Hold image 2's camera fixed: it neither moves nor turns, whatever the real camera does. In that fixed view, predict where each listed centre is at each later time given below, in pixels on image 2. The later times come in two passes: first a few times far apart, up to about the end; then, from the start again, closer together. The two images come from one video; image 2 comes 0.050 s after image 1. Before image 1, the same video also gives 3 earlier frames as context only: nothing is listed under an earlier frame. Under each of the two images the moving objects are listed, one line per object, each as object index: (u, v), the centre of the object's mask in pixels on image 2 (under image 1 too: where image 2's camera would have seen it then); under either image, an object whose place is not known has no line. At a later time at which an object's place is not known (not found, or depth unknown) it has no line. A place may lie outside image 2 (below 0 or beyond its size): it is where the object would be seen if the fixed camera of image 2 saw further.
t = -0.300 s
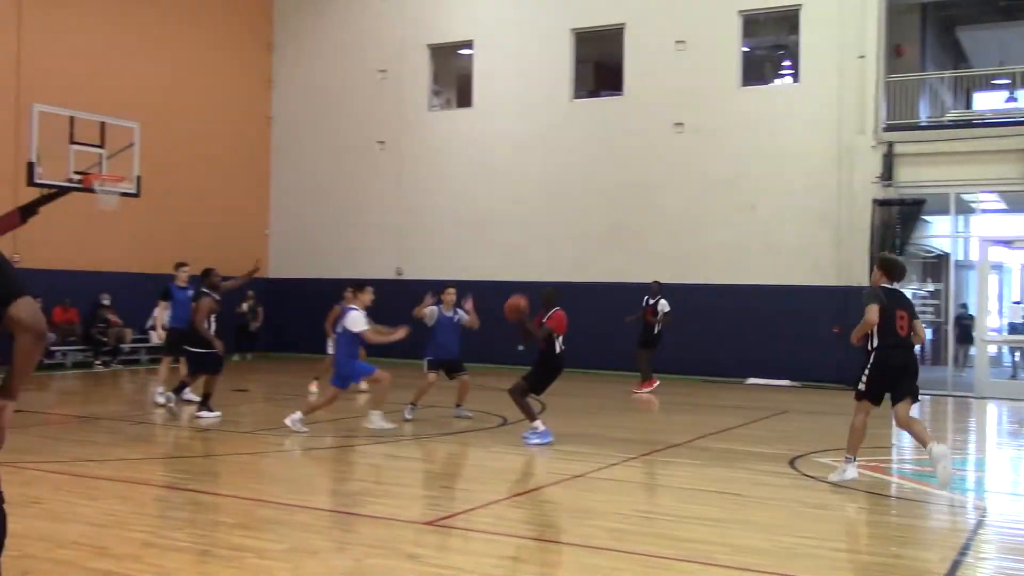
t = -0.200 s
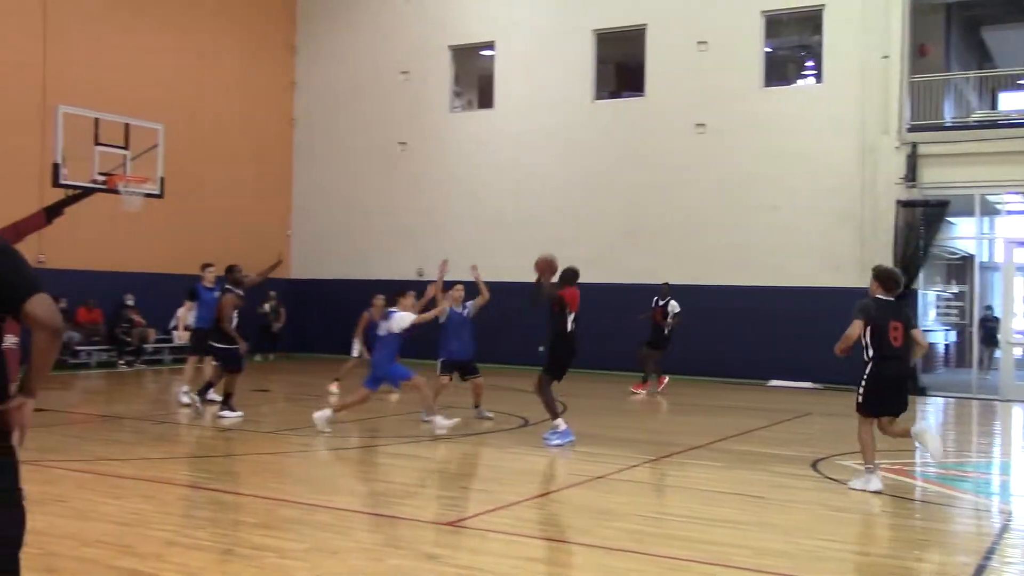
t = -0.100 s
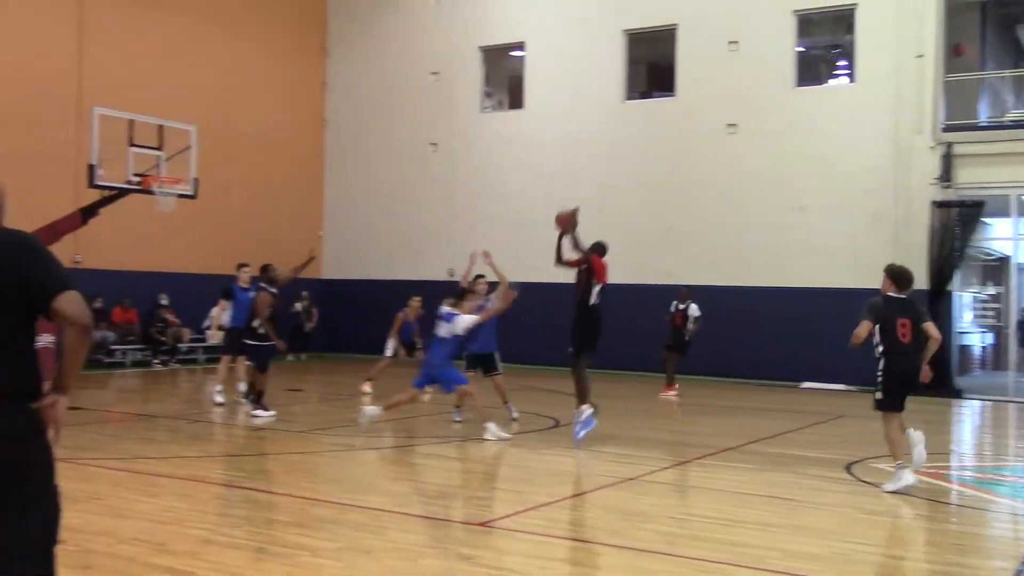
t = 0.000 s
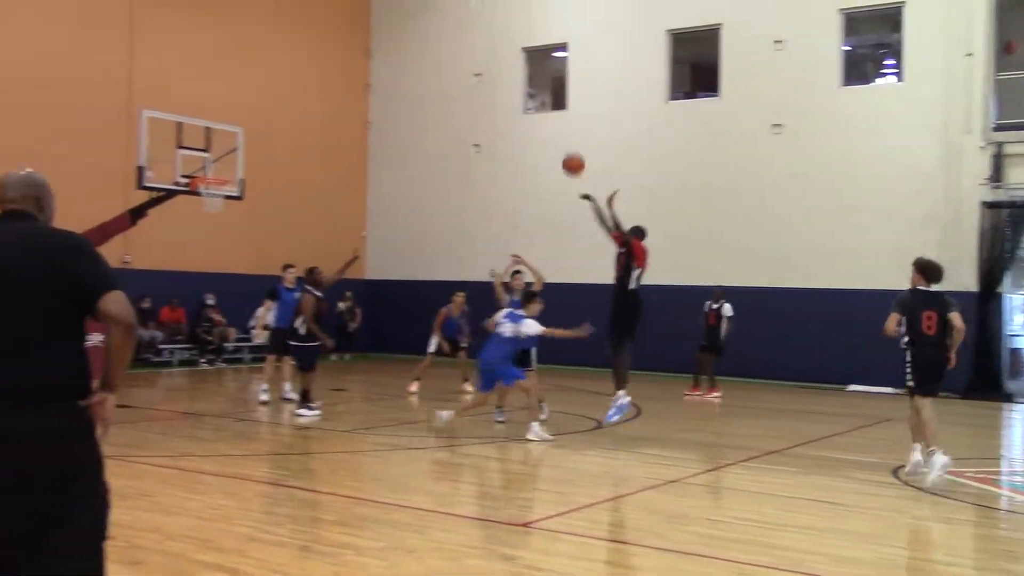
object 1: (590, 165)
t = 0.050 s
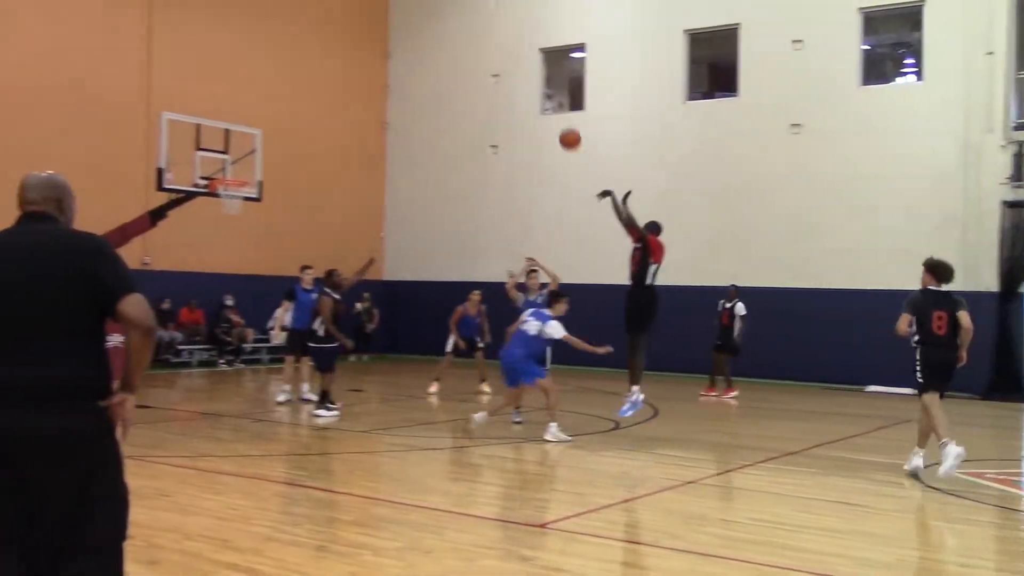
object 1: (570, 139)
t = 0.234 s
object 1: (501, 72)
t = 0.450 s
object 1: (428, 36)
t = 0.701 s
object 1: (353, 42)
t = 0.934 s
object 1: (292, 87)
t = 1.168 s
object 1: (236, 164)
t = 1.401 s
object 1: (220, 209)
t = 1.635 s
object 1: (226, 263)
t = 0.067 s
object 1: (563, 131)
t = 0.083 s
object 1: (557, 124)
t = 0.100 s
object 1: (551, 117)
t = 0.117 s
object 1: (545, 110)
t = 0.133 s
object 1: (538, 104)
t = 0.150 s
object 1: (532, 98)
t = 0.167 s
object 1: (525, 92)
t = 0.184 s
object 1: (519, 86)
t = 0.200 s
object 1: (513, 81)
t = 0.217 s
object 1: (507, 77)
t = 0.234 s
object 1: (501, 72)
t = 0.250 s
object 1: (495, 68)
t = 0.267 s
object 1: (489, 63)
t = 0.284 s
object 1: (483, 59)
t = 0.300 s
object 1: (478, 56)
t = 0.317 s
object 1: (472, 53)
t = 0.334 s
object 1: (466, 50)
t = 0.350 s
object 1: (461, 47)
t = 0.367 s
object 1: (455, 45)
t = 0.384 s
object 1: (450, 42)
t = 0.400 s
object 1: (444, 40)
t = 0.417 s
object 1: (438, 39)
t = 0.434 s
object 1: (434, 37)
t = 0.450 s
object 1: (428, 36)
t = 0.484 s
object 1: (417, 34)
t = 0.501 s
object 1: (412, 33)
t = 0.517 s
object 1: (407, 32)
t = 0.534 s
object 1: (402, 32)
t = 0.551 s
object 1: (397, 32)
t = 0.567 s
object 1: (392, 32)
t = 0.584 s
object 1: (387, 33)
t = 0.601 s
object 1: (382, 34)
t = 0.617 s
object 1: (377, 35)
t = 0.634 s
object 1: (372, 36)
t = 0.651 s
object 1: (368, 37)
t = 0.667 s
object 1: (363, 38)
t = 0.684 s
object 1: (358, 40)
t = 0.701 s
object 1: (353, 42)
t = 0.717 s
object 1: (349, 44)
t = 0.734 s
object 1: (344, 46)
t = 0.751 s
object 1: (340, 49)
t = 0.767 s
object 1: (335, 51)
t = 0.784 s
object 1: (331, 54)
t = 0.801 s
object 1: (326, 57)
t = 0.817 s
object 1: (322, 60)
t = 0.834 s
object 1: (318, 64)
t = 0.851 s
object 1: (314, 67)
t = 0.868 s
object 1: (309, 71)
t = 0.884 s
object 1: (305, 75)
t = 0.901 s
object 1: (301, 79)
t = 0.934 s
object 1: (292, 87)
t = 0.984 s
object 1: (280, 101)
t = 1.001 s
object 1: (275, 106)
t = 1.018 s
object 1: (271, 111)
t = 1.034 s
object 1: (267, 117)
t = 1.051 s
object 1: (263, 122)
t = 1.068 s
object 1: (260, 127)
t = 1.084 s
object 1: (255, 134)
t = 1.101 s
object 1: (251, 139)
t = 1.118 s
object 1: (248, 144)
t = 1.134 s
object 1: (244, 152)
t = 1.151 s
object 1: (240, 157)
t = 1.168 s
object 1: (236, 164)
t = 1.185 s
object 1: (233, 171)
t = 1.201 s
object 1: (228, 178)
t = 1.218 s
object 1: (226, 186)
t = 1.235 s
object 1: (222, 189)
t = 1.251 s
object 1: (219, 193)
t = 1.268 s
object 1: (219, 195)
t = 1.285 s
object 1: (219, 196)
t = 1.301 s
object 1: (219, 196)
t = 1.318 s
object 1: (219, 196)
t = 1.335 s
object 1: (219, 197)
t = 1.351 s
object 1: (219, 199)
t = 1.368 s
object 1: (219, 204)
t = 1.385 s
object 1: (220, 207)
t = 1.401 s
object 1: (220, 209)
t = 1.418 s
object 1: (221, 212)
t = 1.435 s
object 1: (221, 215)
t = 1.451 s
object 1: (222, 218)
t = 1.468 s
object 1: (222, 221)
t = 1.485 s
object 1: (222, 224)
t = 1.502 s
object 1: (223, 227)
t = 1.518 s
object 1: (223, 231)
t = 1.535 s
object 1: (224, 236)
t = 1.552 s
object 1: (224, 239)
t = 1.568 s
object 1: (225, 244)
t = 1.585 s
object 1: (225, 248)
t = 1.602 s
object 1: (225, 253)
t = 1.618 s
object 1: (226, 258)
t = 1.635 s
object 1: (226, 263)
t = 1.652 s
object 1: (226, 268)
